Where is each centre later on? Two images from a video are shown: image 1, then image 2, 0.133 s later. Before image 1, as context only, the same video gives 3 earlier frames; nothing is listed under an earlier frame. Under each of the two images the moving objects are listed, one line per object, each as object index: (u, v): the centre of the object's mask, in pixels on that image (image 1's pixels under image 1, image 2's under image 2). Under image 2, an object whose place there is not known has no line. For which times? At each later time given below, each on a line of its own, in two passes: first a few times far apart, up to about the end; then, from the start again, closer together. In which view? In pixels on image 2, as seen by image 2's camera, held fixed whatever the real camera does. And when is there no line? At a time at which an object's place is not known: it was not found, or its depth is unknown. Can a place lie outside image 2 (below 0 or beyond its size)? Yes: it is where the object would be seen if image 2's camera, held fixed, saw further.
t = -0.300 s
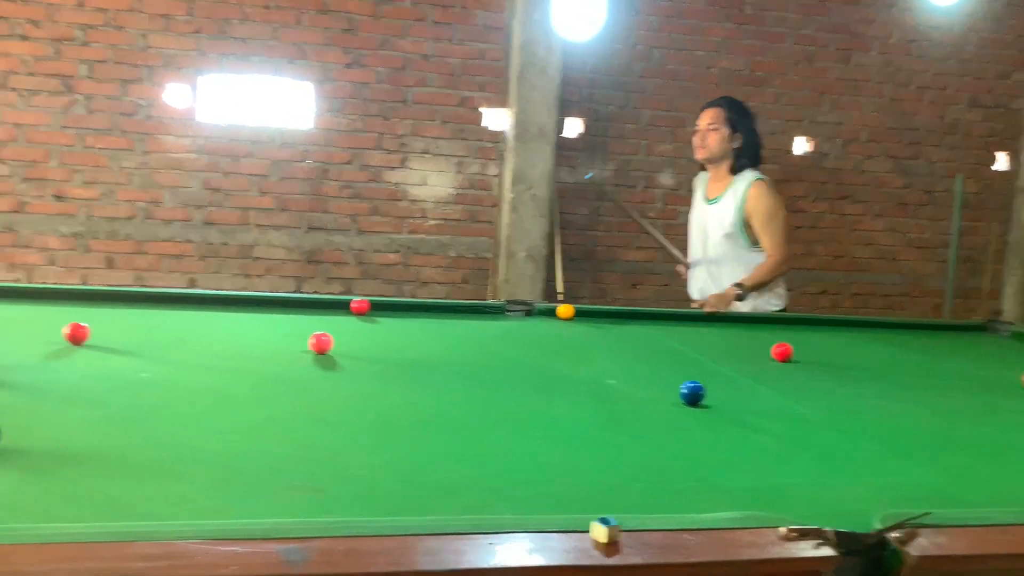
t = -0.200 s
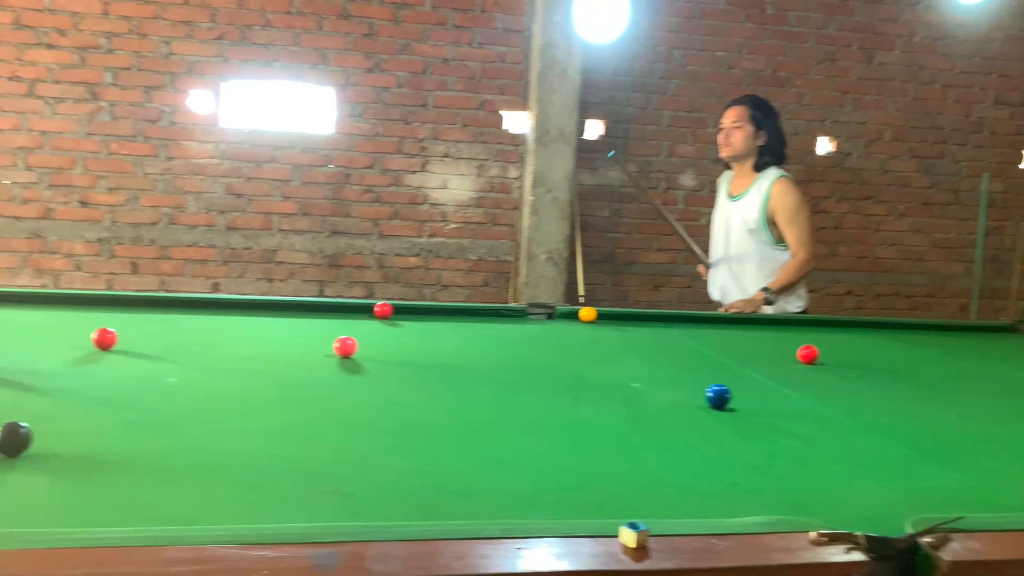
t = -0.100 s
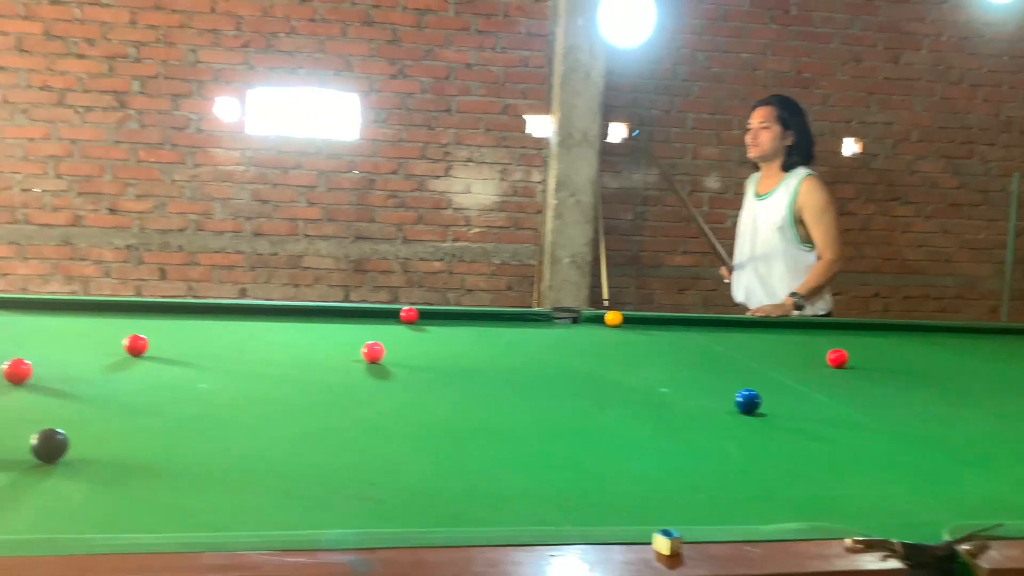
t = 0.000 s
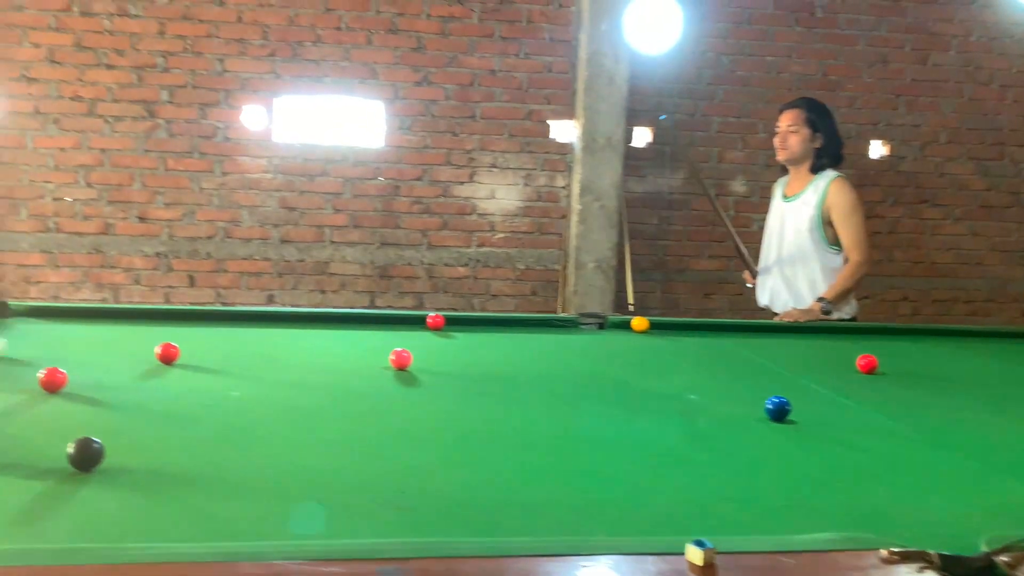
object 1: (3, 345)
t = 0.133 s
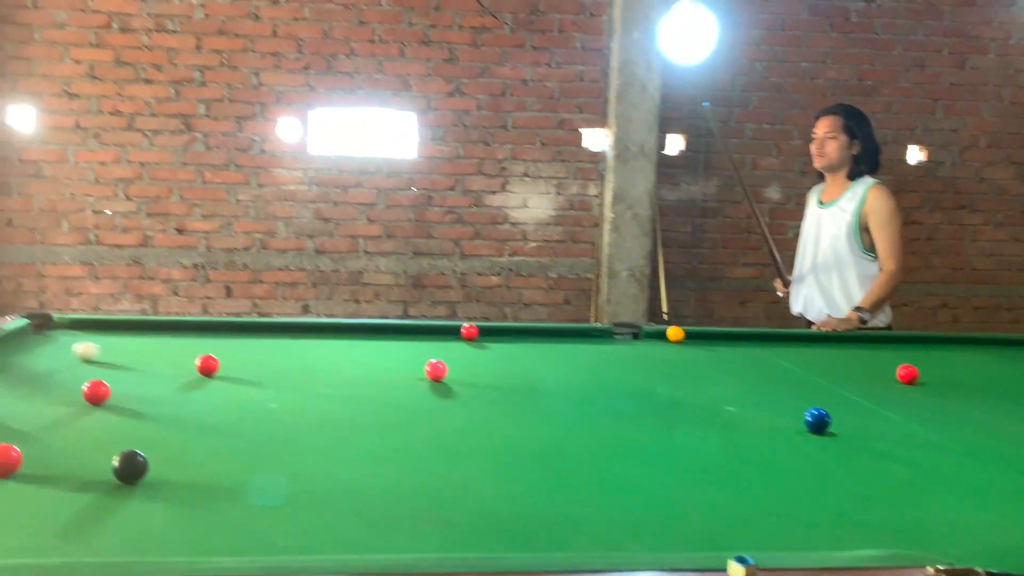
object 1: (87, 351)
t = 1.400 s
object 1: (365, 343)
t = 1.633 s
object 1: (402, 349)
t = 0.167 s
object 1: (99, 350)
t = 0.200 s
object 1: (110, 348)
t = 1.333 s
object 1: (354, 342)
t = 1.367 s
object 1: (359, 342)
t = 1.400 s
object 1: (365, 343)
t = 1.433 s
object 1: (370, 344)
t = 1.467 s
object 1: (375, 345)
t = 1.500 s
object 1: (380, 346)
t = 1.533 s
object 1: (386, 347)
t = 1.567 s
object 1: (391, 347)
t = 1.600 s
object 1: (396, 348)
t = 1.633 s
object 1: (402, 349)
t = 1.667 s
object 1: (407, 350)
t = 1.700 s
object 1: (412, 351)
